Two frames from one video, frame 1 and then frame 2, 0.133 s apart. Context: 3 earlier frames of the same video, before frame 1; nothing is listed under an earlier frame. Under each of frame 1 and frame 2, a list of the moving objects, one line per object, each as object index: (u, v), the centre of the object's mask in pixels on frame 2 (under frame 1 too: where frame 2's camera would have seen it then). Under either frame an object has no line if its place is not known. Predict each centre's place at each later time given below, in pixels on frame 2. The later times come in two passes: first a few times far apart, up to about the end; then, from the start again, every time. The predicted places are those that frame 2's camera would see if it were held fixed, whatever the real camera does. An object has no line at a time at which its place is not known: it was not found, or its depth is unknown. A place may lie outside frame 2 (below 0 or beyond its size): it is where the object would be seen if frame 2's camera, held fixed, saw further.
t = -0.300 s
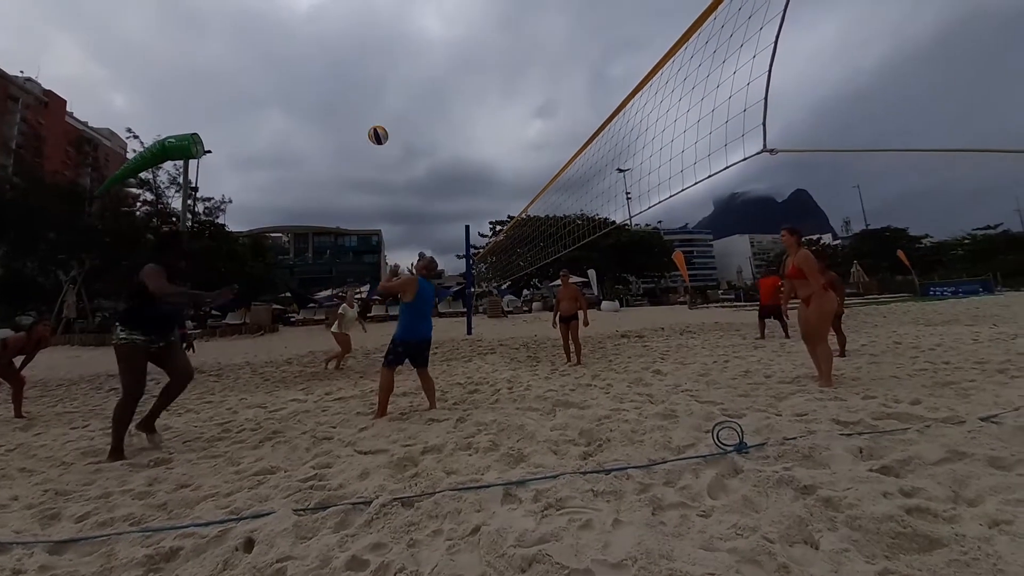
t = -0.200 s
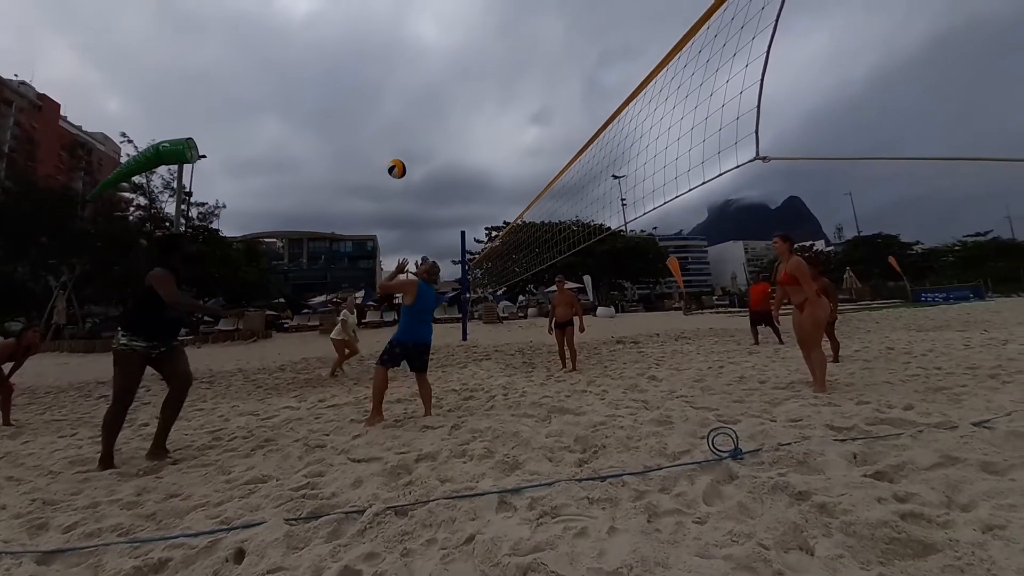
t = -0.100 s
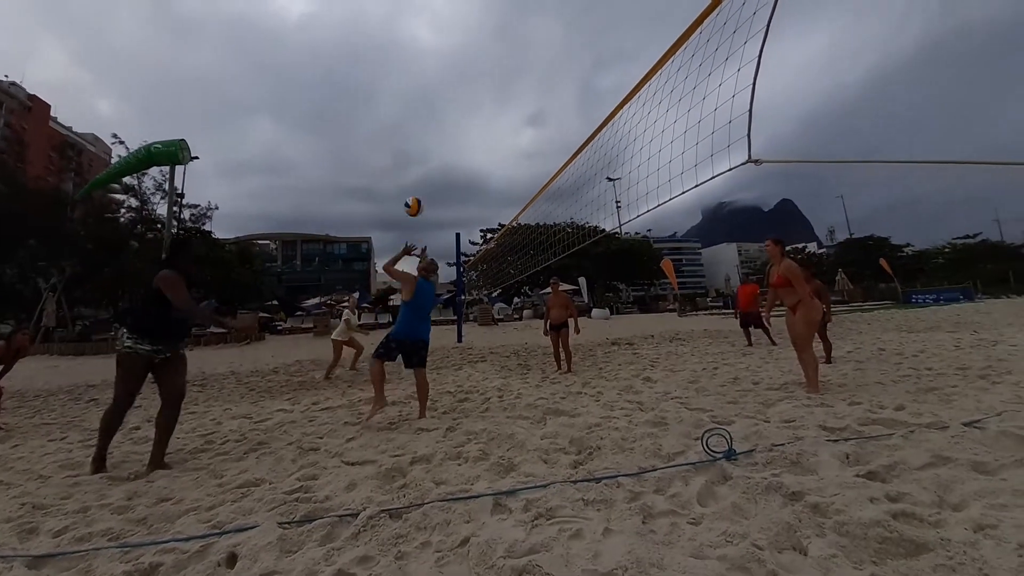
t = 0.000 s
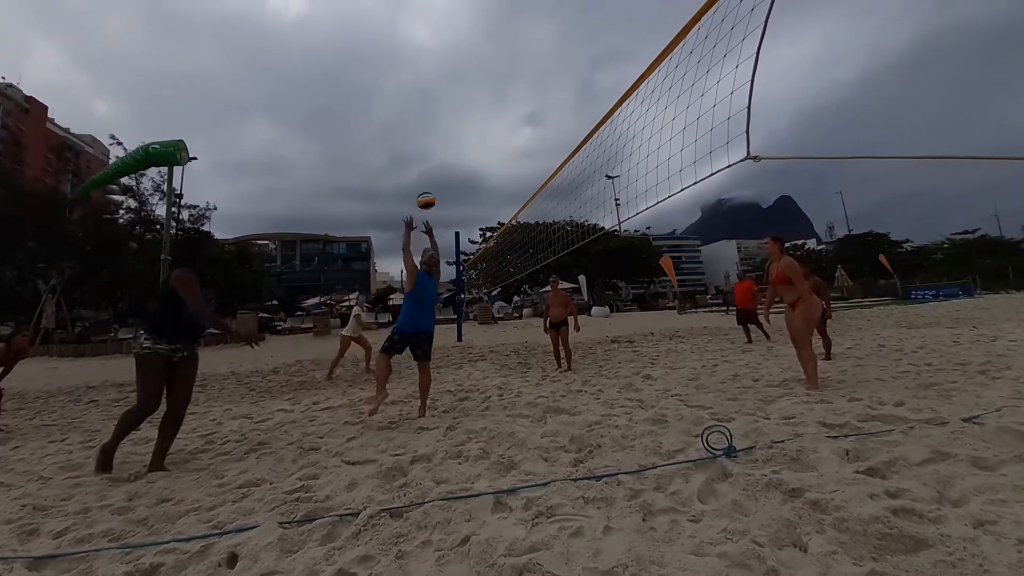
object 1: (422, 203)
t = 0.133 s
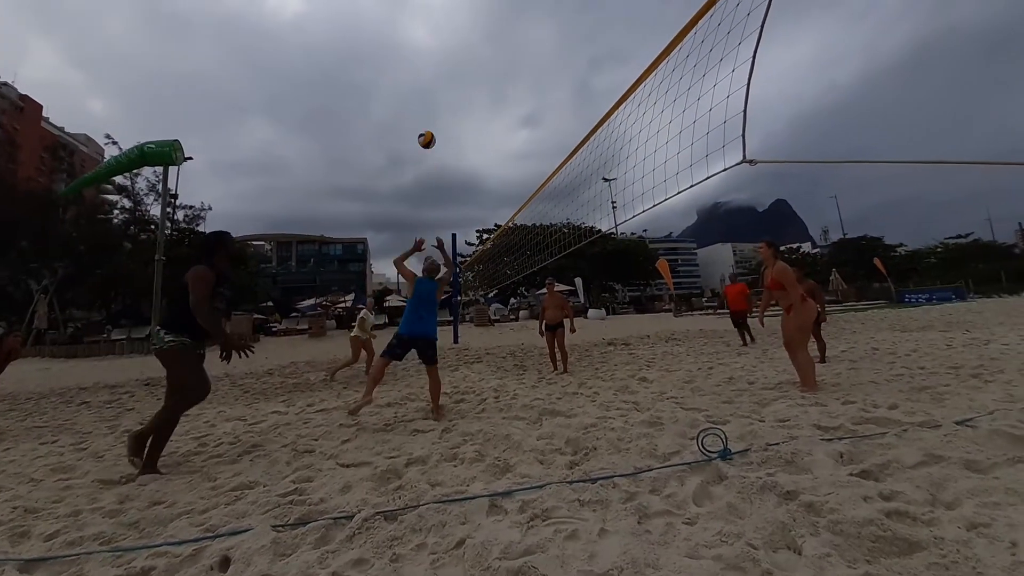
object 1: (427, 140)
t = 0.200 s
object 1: (428, 116)
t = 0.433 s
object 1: (434, 62)
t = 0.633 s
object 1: (438, 46)
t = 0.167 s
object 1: (427, 128)
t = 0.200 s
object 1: (428, 116)
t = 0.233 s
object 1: (429, 105)
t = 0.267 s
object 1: (429, 96)
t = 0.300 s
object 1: (431, 87)
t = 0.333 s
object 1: (432, 79)
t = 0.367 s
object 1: (432, 73)
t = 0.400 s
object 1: (433, 67)
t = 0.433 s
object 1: (434, 62)
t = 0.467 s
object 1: (434, 58)
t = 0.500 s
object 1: (435, 54)
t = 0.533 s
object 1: (435, 50)
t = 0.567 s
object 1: (436, 48)
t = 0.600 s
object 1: (437, 47)
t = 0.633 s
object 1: (438, 46)
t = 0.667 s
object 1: (439, 46)
